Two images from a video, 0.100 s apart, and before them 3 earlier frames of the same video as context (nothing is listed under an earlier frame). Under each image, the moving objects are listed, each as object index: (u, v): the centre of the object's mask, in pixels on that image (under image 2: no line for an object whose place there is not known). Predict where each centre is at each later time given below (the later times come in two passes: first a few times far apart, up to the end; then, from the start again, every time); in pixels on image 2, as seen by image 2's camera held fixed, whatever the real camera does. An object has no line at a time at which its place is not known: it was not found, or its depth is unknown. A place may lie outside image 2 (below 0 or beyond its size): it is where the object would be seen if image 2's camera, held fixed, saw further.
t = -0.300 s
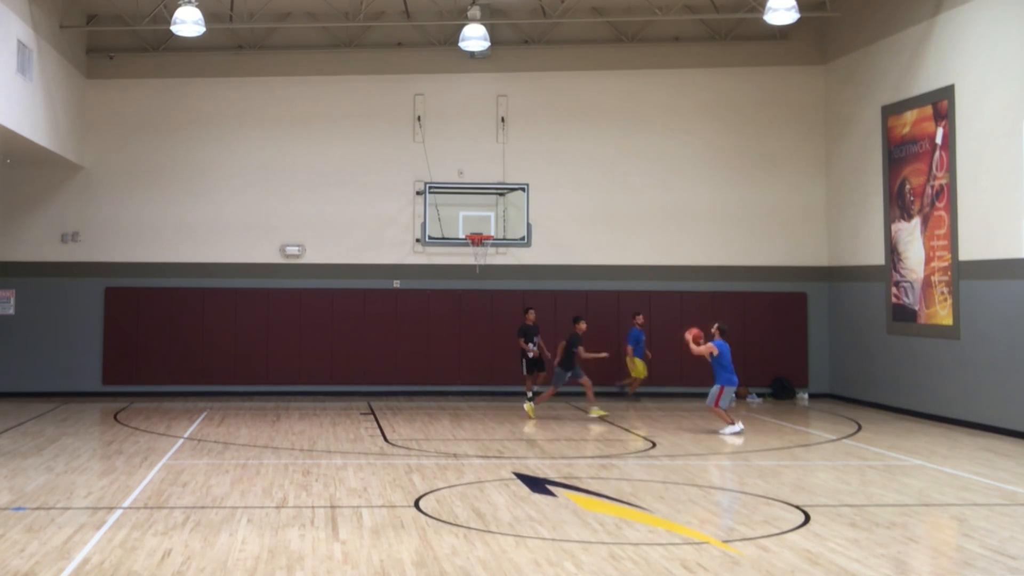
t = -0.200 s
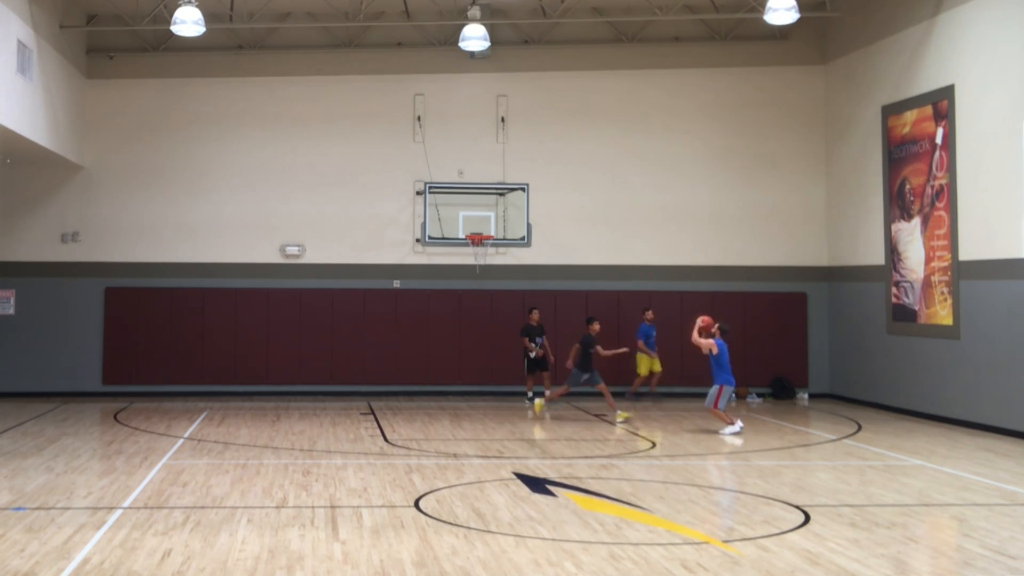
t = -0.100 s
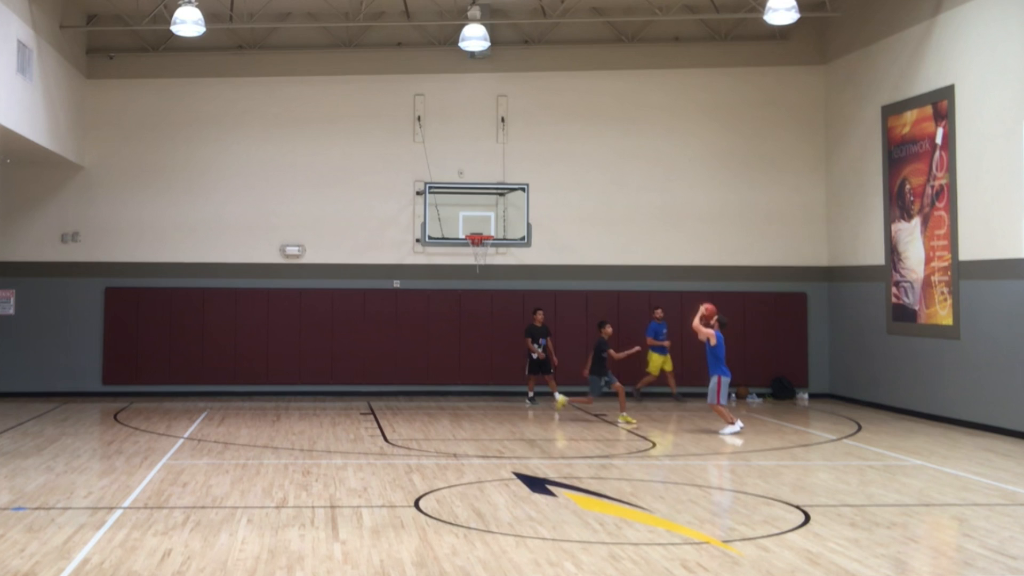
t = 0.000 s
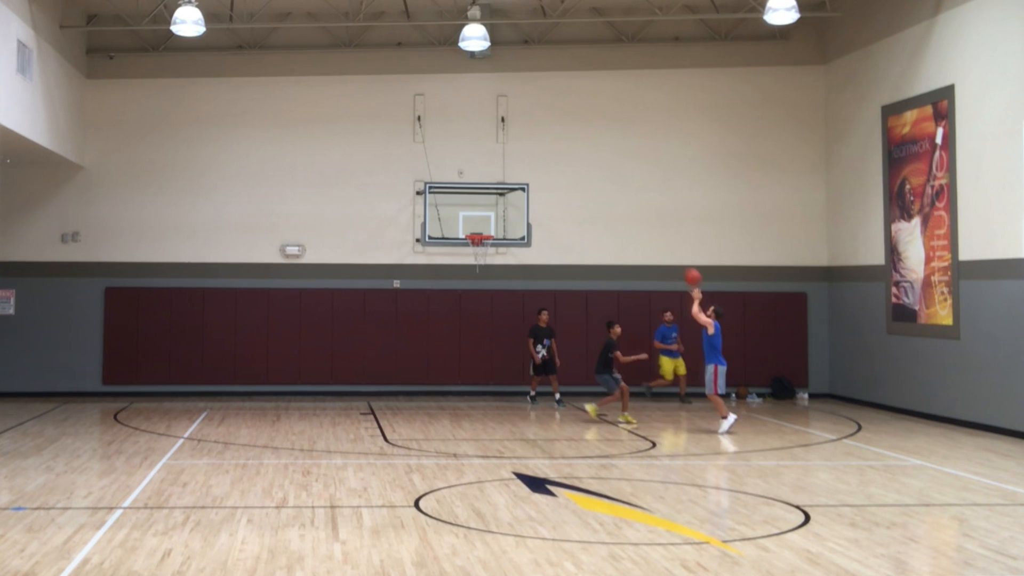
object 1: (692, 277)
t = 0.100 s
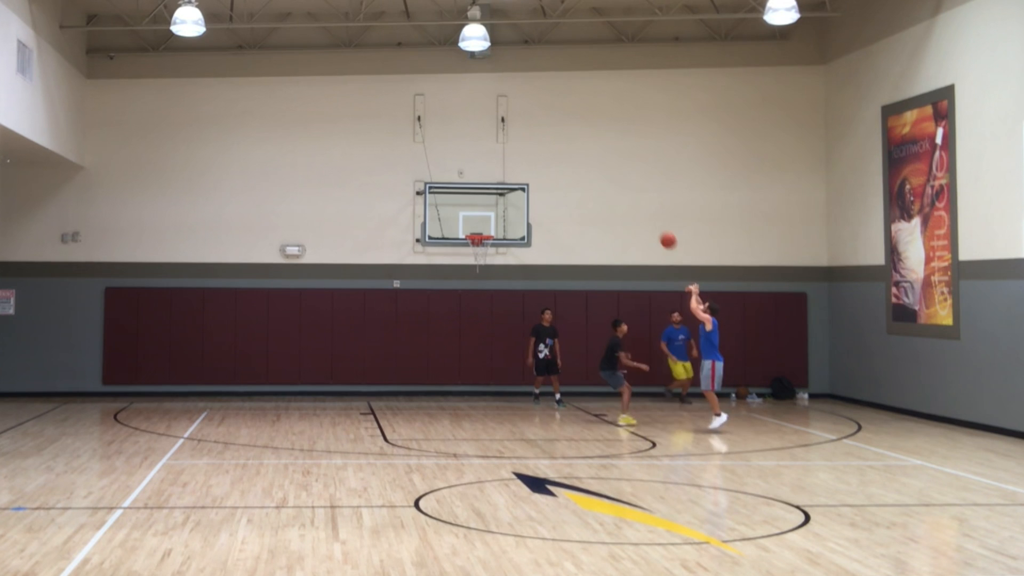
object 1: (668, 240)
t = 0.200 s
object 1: (644, 211)
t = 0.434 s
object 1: (593, 171)
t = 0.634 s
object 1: (553, 165)
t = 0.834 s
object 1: (515, 183)
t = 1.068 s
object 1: (473, 229)
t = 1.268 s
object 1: (470, 224)
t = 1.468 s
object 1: (476, 227)
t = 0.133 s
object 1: (660, 230)
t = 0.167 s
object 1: (652, 220)
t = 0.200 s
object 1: (644, 211)
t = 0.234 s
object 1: (637, 203)
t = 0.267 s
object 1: (629, 196)
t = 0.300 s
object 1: (622, 189)
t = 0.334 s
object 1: (615, 184)
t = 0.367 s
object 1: (607, 179)
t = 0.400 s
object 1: (600, 175)
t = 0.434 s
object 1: (593, 171)
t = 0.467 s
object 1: (586, 168)
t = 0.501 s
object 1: (579, 166)
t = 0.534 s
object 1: (573, 165)
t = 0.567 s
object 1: (566, 165)
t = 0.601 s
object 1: (559, 165)
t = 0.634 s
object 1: (553, 165)
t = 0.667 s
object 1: (546, 167)
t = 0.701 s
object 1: (540, 169)
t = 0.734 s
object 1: (533, 171)
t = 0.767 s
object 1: (527, 174)
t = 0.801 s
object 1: (521, 178)
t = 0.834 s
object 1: (515, 183)
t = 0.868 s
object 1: (508, 188)
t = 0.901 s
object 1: (502, 194)
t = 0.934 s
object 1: (496, 199)
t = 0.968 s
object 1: (490, 206)
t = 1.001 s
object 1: (484, 214)
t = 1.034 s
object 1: (479, 221)
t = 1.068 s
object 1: (473, 229)
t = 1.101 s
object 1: (472, 228)
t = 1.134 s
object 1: (472, 226)
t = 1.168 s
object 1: (471, 225)
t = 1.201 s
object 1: (471, 224)
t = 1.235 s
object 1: (470, 224)
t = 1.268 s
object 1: (470, 224)
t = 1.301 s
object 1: (471, 223)
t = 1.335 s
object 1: (472, 223)
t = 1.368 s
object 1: (473, 223)
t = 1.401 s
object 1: (474, 224)
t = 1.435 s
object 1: (475, 225)
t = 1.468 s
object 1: (476, 227)
